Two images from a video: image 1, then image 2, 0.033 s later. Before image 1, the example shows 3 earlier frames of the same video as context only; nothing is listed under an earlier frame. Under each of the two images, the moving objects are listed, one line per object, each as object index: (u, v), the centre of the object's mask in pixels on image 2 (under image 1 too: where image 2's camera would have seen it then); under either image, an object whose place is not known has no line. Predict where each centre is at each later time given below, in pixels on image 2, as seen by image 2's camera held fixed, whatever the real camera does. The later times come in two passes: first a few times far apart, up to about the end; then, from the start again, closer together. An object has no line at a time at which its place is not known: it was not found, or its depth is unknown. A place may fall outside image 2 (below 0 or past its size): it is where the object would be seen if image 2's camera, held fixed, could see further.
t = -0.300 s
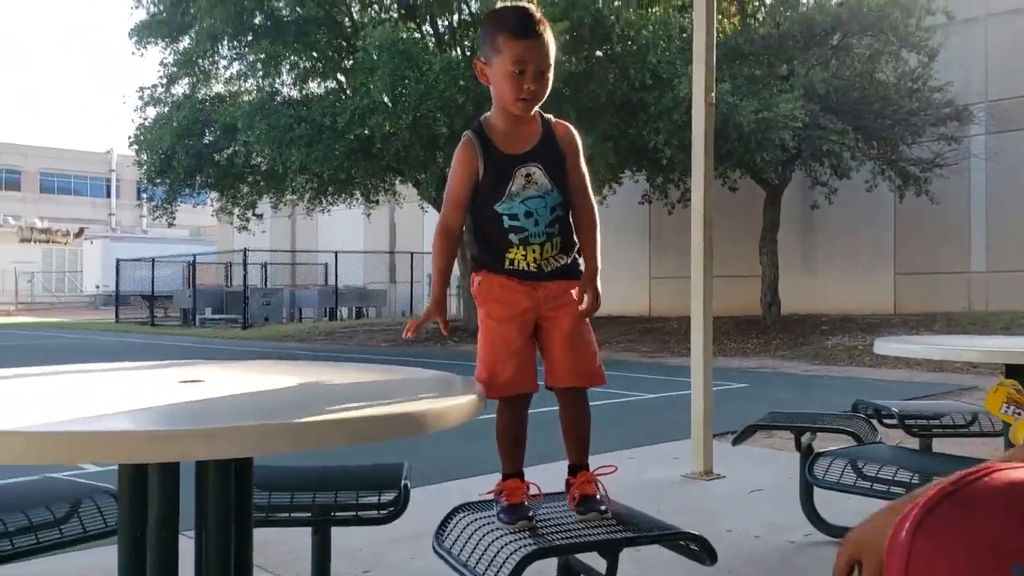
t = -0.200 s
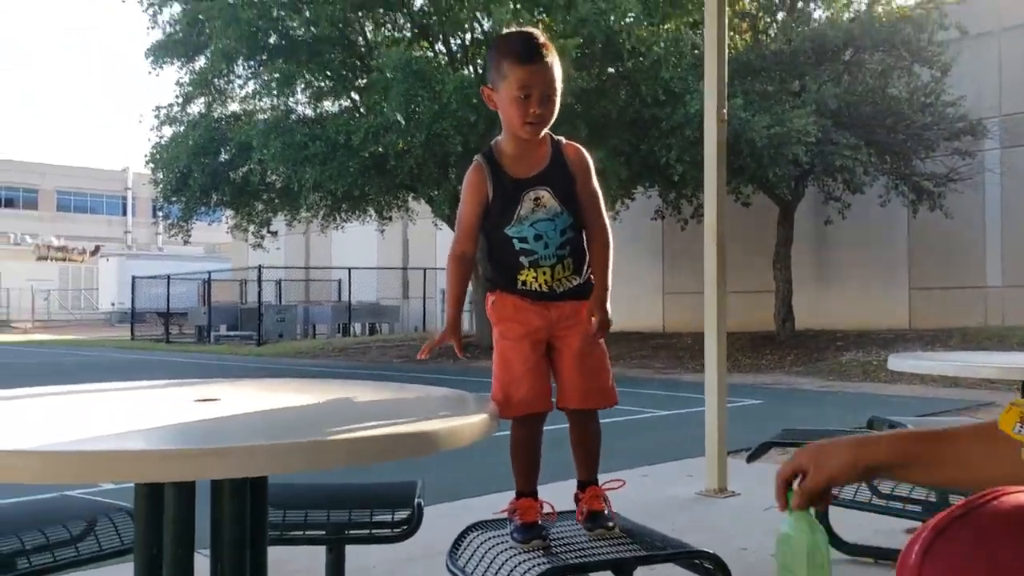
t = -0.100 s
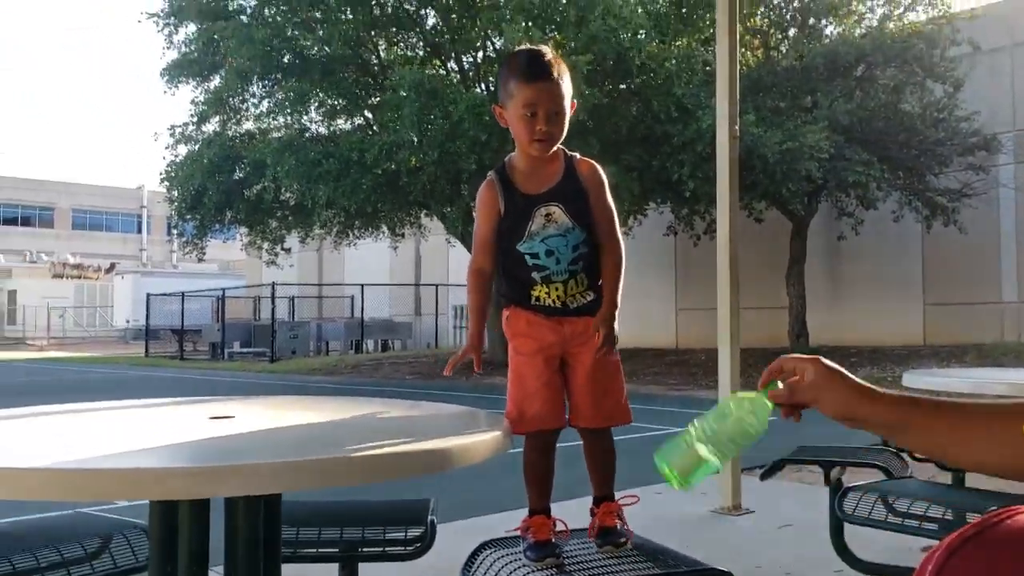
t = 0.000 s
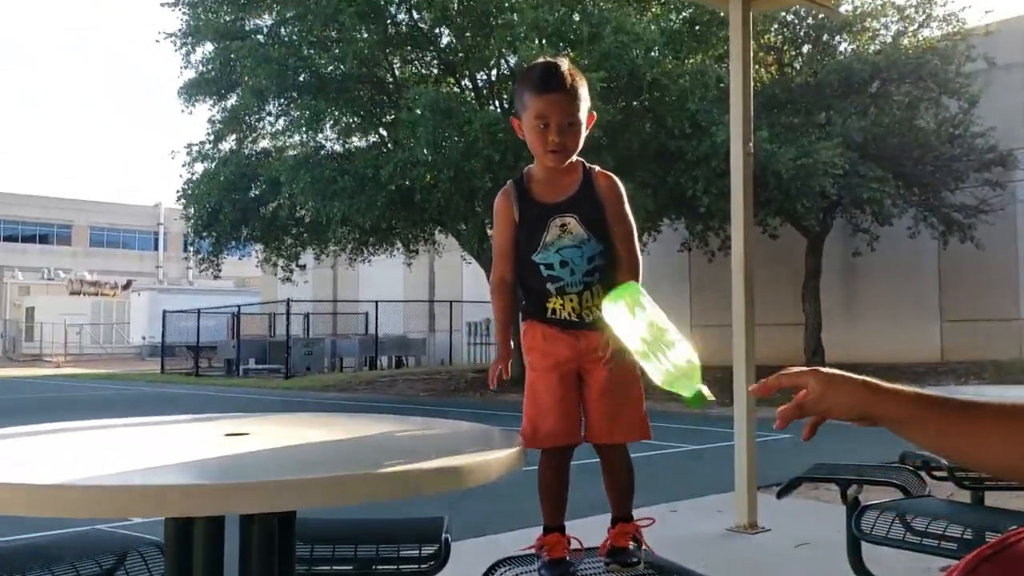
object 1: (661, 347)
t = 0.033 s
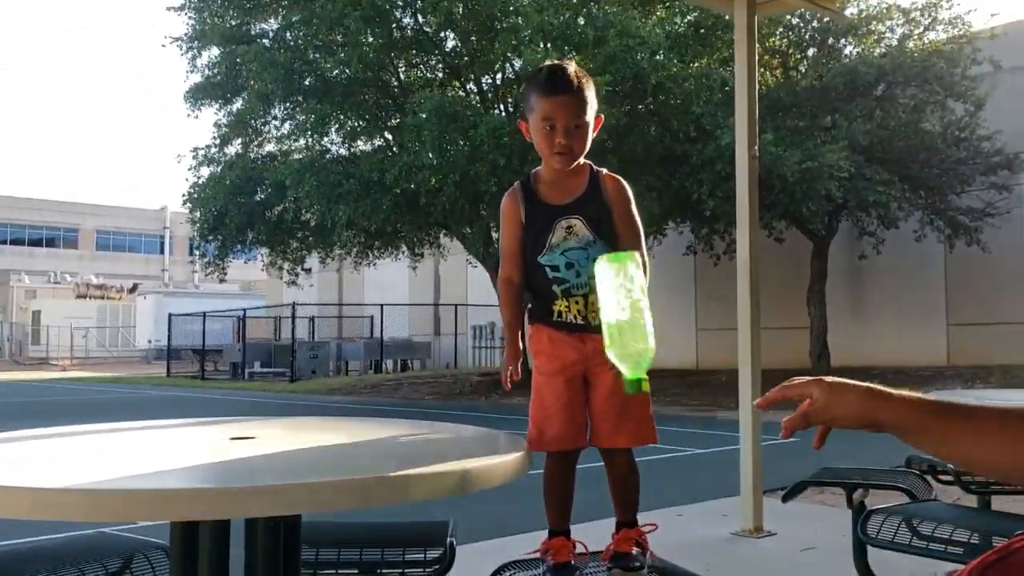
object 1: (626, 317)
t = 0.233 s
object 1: (499, 237)
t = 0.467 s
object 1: (408, 393)
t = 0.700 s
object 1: (383, 392)
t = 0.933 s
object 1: (366, 420)
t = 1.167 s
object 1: (368, 422)
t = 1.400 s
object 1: (368, 423)
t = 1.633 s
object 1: (370, 422)
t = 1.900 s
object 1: (370, 422)
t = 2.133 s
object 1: (371, 421)
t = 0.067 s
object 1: (594, 287)
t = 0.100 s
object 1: (568, 260)
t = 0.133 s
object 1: (549, 241)
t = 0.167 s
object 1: (530, 231)
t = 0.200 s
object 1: (514, 230)
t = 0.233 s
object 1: (499, 237)
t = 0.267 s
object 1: (484, 251)
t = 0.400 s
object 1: (423, 377)
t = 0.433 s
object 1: (415, 393)
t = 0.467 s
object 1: (408, 393)
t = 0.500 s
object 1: (400, 392)
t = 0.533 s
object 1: (396, 392)
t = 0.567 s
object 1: (393, 390)
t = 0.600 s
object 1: (391, 389)
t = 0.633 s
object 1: (388, 390)
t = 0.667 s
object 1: (385, 391)
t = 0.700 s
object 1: (383, 392)
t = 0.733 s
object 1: (380, 394)
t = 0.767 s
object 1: (376, 397)
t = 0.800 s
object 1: (372, 402)
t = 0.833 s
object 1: (368, 409)
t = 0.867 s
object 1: (366, 420)
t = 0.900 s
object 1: (366, 419)
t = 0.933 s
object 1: (366, 420)
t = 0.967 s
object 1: (367, 423)
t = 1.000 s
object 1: (367, 423)
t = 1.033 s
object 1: (367, 422)
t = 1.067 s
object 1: (368, 423)
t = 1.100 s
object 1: (368, 423)
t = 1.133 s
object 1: (368, 422)
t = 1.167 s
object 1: (368, 422)
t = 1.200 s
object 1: (368, 423)
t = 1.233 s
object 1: (369, 422)
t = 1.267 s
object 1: (368, 423)
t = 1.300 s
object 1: (367, 423)
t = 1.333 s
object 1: (367, 423)
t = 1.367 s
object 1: (367, 423)
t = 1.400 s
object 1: (368, 423)
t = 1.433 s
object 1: (368, 422)
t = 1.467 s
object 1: (368, 422)
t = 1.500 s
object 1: (369, 422)
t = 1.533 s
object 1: (369, 422)
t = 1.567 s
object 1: (369, 422)
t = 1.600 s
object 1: (369, 422)
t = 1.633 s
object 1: (370, 422)
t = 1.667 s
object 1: (370, 422)
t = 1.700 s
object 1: (370, 422)
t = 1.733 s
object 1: (369, 422)
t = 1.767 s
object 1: (370, 422)
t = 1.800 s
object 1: (370, 422)
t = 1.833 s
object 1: (370, 422)
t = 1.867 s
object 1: (370, 422)
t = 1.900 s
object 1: (370, 422)
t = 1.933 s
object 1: (371, 421)
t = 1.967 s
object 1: (370, 421)
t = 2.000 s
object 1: (370, 421)
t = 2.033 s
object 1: (371, 421)
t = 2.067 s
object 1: (371, 421)
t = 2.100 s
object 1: (371, 422)
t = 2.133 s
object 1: (371, 421)
